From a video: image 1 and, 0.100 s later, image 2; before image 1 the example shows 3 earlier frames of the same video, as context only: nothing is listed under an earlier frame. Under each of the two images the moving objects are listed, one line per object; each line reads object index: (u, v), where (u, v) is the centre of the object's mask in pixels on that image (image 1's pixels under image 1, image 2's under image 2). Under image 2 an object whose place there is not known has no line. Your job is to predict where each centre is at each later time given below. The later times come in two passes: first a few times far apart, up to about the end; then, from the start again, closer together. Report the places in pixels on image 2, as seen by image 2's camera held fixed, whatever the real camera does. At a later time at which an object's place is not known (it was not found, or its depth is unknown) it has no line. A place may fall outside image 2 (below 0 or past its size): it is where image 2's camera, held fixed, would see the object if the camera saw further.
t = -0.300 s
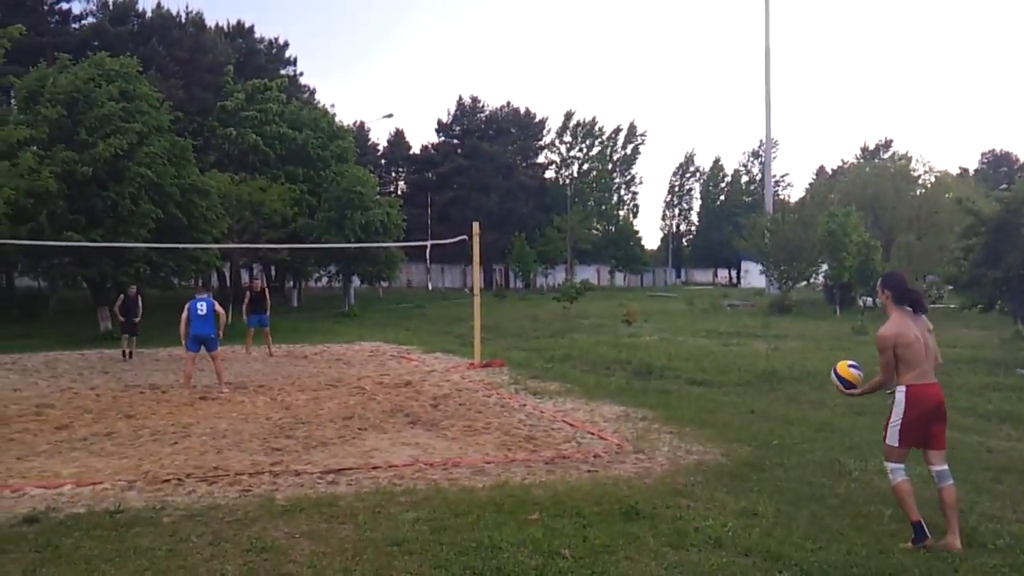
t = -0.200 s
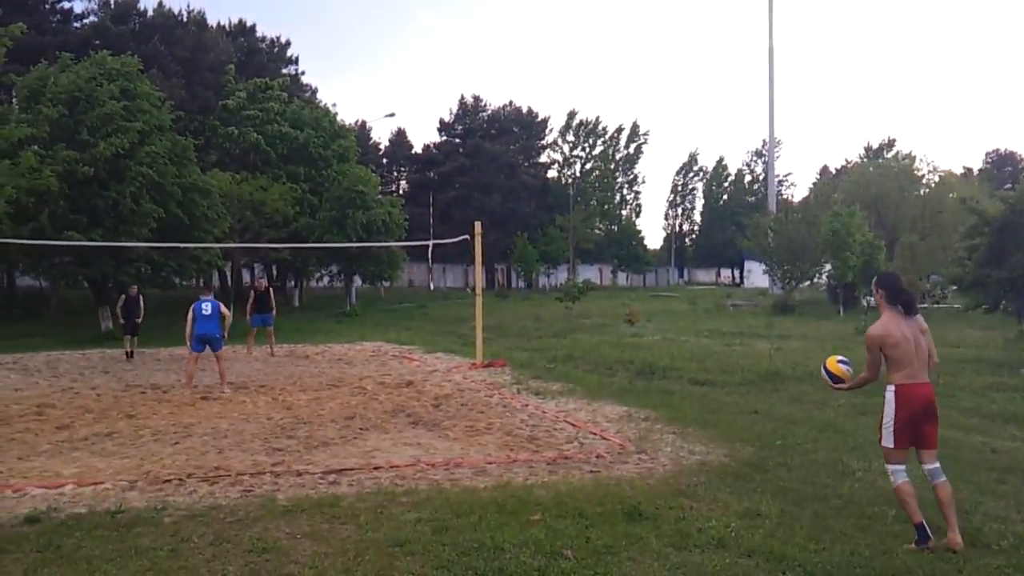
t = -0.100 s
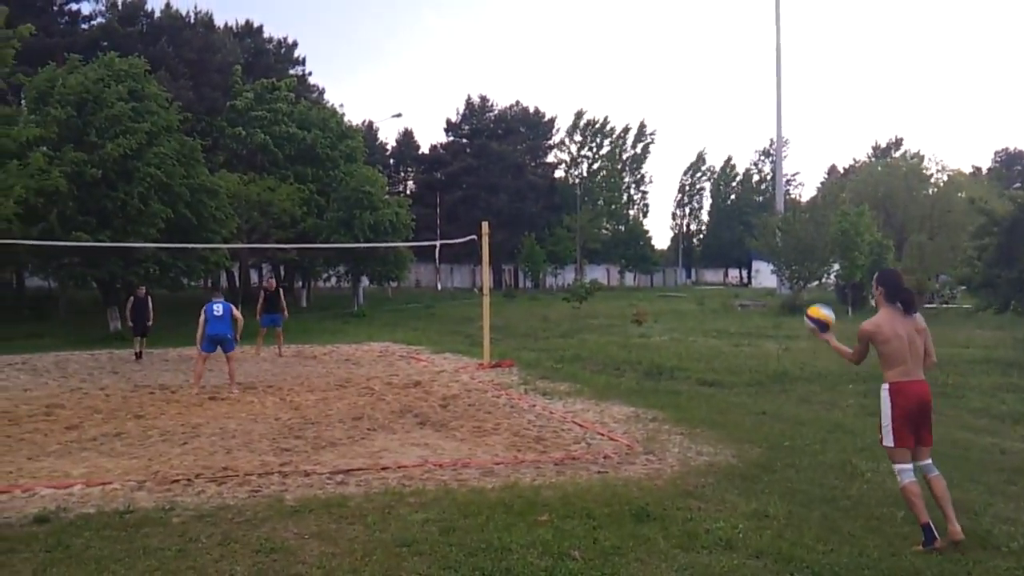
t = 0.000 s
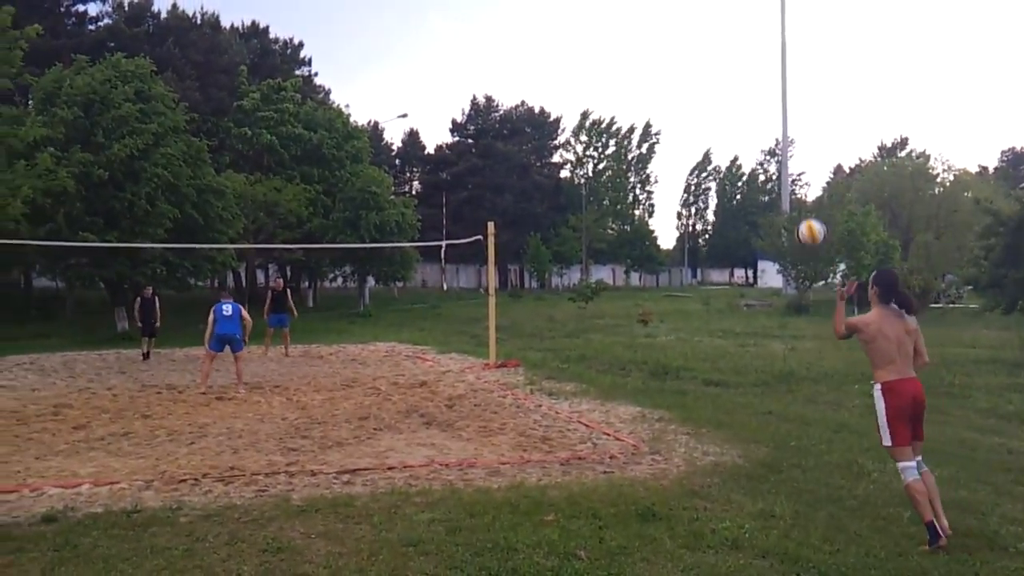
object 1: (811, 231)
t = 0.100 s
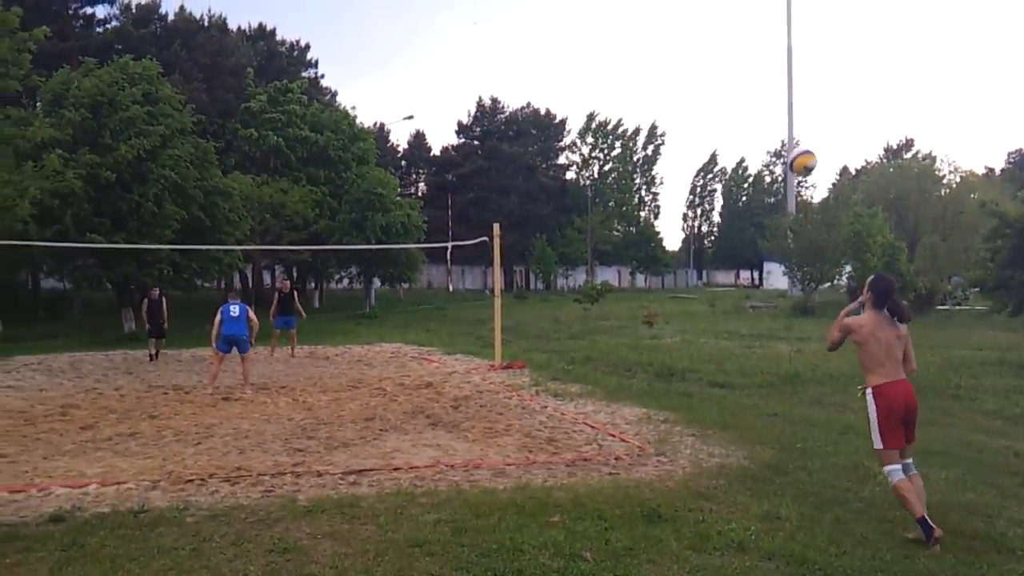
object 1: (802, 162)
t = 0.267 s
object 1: (782, 74)
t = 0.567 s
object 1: (751, 11)
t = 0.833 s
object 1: (727, 47)
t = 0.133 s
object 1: (798, 141)
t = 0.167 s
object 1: (794, 122)
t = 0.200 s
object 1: (790, 105)
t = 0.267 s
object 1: (782, 74)
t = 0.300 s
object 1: (778, 60)
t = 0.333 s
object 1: (774, 49)
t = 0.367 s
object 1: (770, 39)
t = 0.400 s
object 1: (766, 31)
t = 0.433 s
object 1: (763, 24)
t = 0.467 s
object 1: (760, 18)
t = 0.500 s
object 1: (757, 14)
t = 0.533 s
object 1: (754, 12)
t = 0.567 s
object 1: (751, 11)
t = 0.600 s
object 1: (747, 11)
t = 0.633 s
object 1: (744, 12)
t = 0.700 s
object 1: (737, 17)
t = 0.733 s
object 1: (735, 24)
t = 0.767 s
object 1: (732, 30)
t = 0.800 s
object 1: (730, 38)
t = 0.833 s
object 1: (727, 47)
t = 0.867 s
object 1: (724, 58)
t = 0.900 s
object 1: (722, 69)
